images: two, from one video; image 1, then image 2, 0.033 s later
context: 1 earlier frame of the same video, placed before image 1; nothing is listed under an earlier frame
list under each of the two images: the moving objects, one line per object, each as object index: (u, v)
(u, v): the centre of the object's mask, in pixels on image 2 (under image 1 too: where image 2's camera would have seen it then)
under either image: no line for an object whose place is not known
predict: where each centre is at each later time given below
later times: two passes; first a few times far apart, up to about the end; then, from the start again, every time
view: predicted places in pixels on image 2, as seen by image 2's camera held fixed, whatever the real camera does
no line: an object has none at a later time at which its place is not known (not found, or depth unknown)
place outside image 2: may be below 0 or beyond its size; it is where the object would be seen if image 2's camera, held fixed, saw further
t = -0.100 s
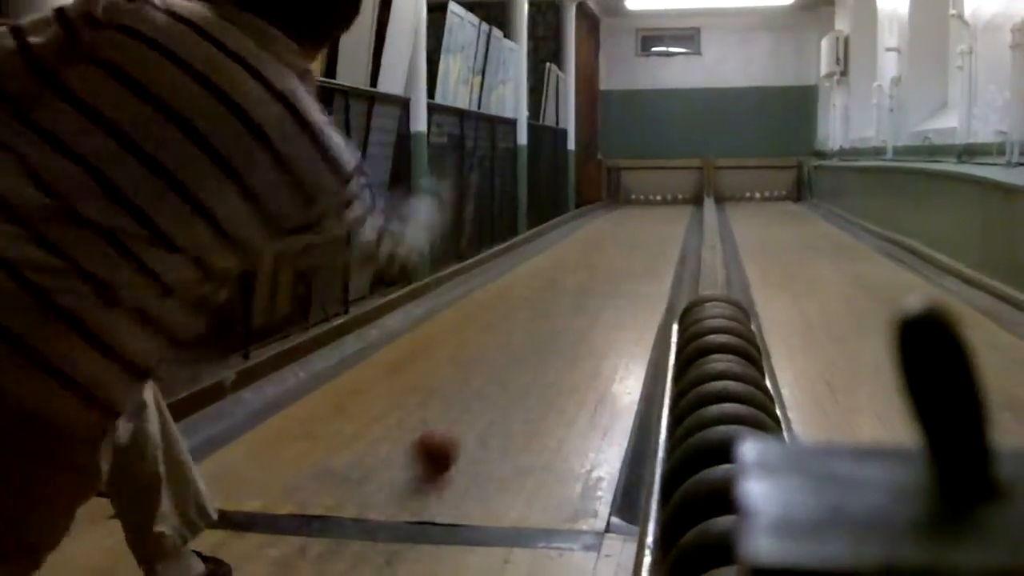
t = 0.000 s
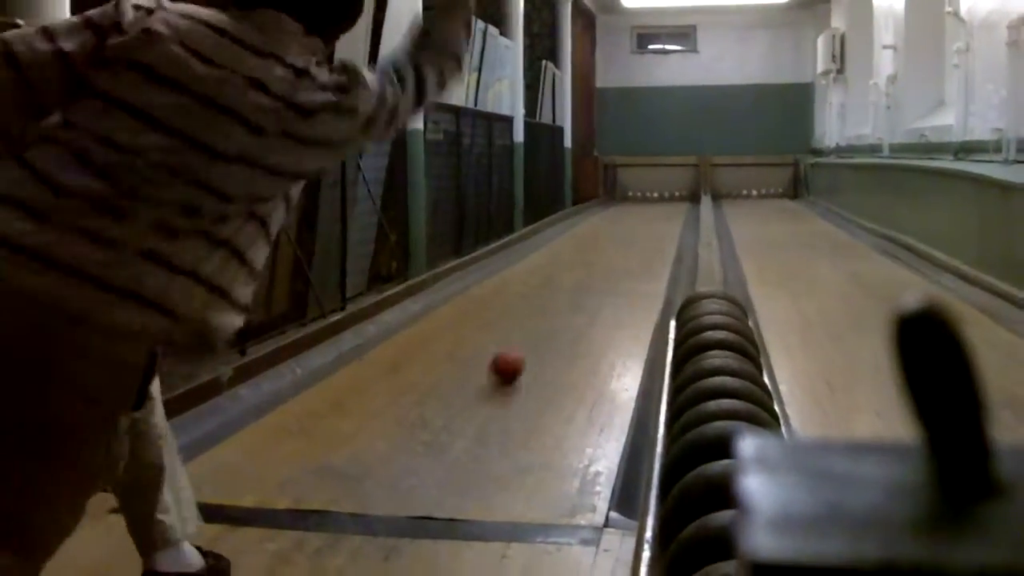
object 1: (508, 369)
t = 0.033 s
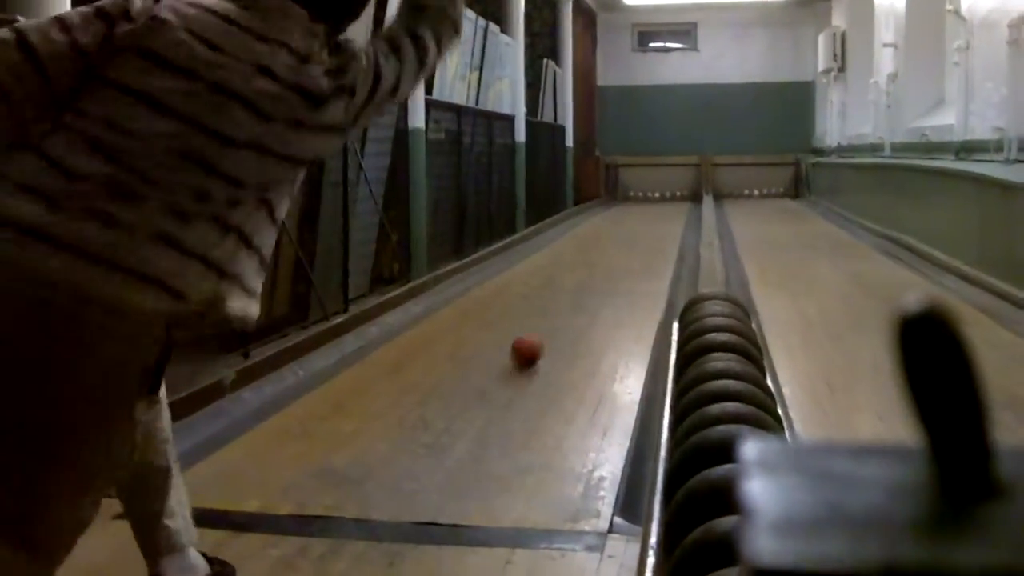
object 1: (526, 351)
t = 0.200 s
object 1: (577, 292)
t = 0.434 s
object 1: (612, 254)
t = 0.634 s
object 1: (628, 234)
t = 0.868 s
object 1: (640, 219)
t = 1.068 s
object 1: (646, 212)
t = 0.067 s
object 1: (538, 335)
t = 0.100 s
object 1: (551, 321)
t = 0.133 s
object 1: (561, 311)
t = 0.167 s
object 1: (569, 299)
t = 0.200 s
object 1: (577, 292)
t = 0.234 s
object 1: (585, 285)
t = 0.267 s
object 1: (590, 277)
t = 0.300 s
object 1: (596, 272)
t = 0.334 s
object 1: (600, 266)
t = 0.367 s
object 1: (604, 262)
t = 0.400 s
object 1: (607, 259)
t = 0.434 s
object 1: (612, 254)
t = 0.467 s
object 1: (615, 250)
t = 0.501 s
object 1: (619, 247)
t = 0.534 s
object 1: (621, 243)
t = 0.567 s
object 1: (624, 240)
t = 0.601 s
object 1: (627, 237)
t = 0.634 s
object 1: (628, 234)
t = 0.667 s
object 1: (630, 231)
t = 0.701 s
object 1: (633, 229)
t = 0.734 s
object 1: (634, 226)
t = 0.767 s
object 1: (636, 224)
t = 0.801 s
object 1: (638, 222)
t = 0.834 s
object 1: (639, 221)
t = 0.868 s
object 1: (640, 219)
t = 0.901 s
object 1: (641, 217)
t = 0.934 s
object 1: (642, 216)
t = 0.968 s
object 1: (644, 214)
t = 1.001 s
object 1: (644, 214)
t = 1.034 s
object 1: (645, 213)
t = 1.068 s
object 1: (646, 212)
